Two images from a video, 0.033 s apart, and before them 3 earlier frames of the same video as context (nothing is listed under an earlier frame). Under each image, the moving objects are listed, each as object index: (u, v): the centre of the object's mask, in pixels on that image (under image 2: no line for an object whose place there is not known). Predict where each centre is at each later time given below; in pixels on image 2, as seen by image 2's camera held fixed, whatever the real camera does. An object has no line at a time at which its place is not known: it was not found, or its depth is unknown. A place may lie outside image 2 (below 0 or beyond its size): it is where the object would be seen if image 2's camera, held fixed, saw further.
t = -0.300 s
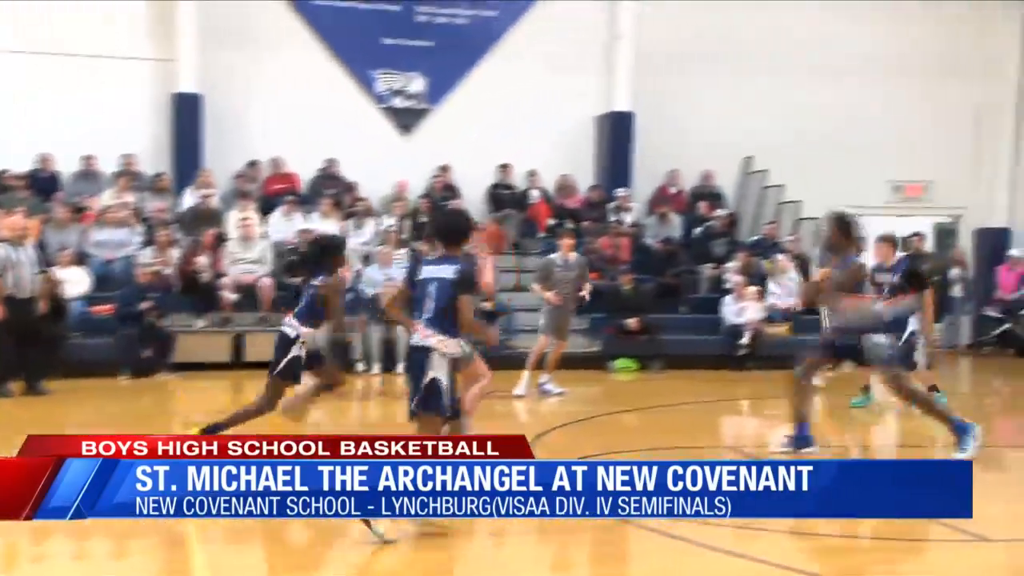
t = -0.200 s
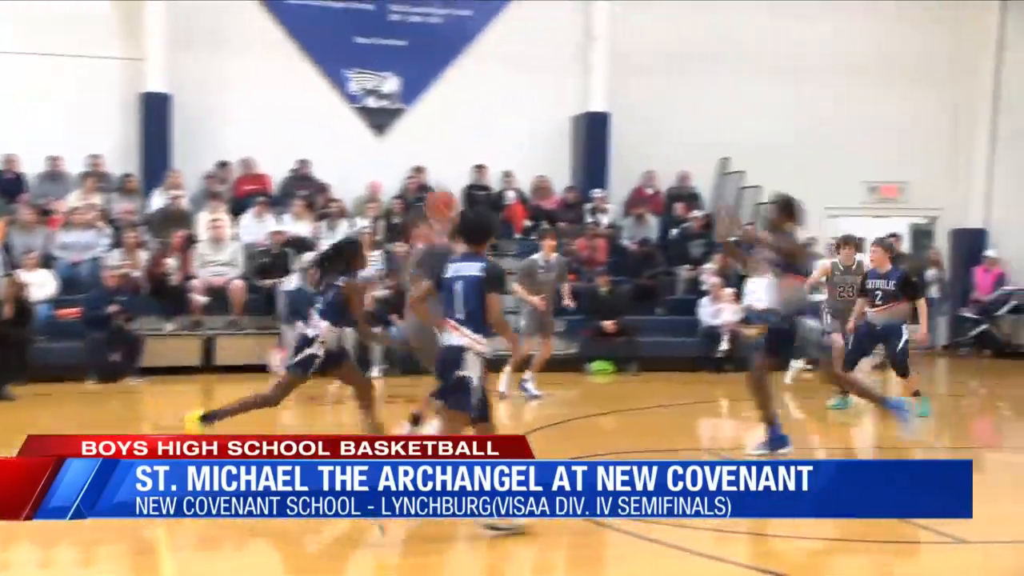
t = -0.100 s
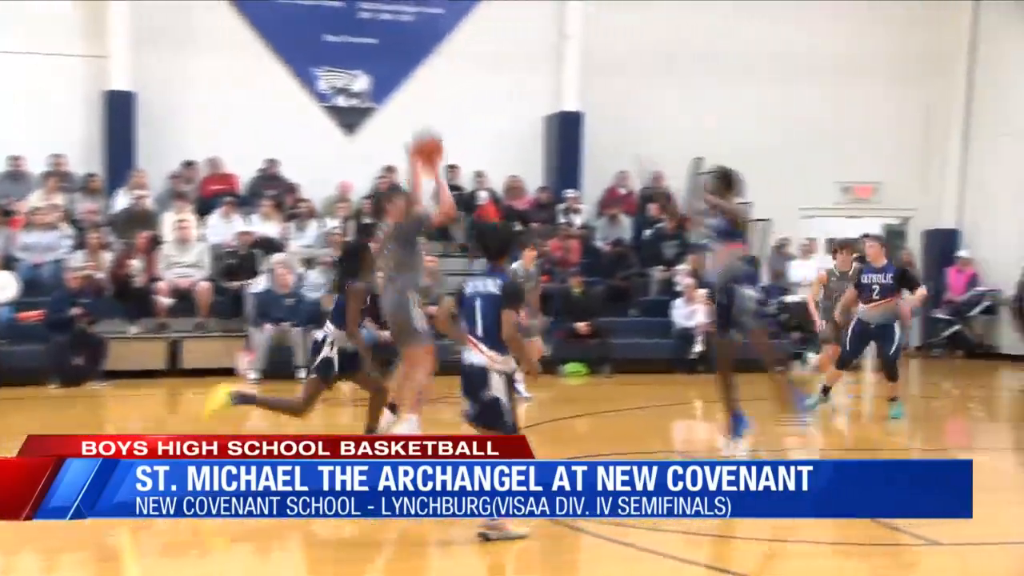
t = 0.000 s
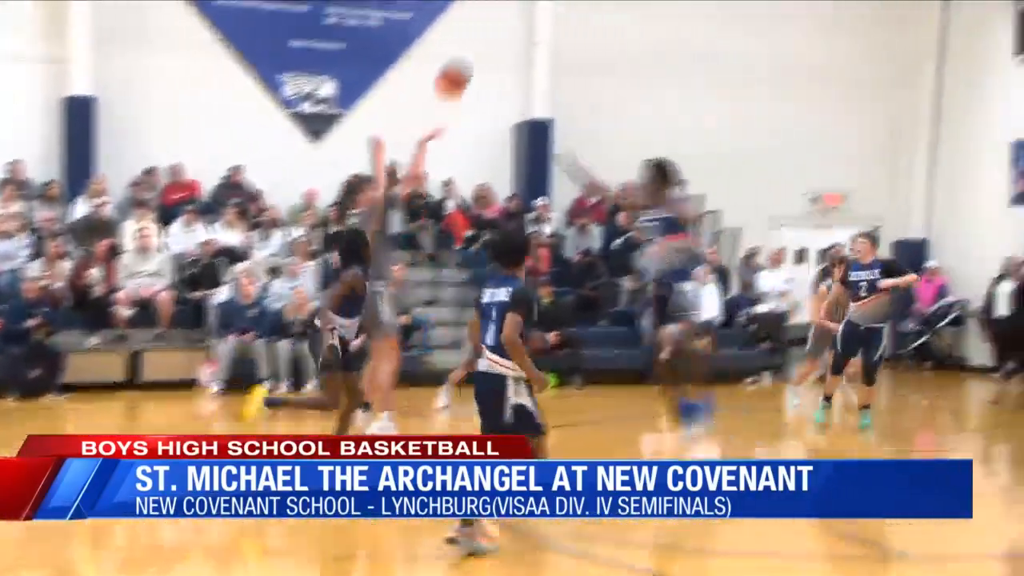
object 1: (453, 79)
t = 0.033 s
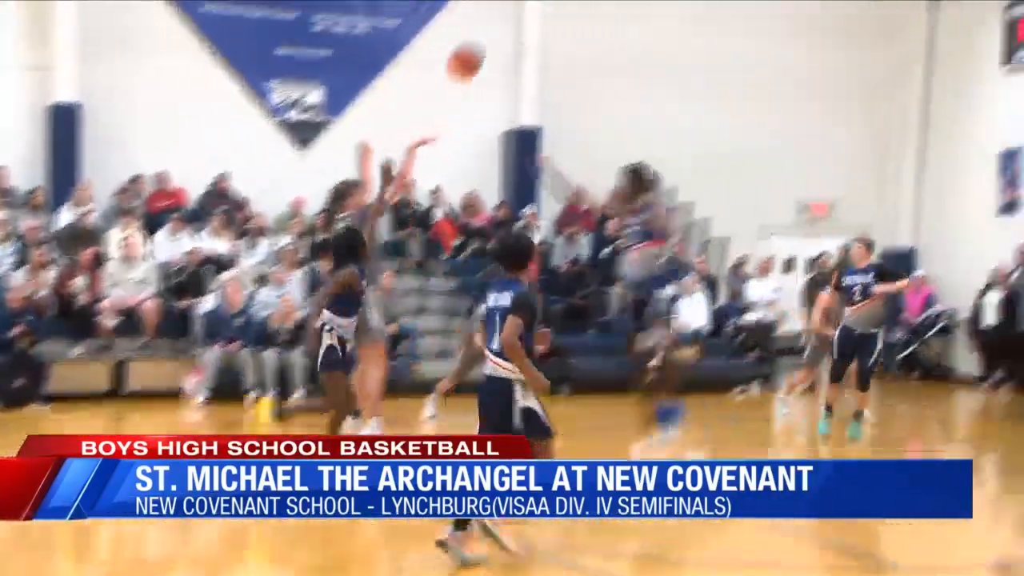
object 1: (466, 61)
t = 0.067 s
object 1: (489, 38)
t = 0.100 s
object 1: (513, 15)
